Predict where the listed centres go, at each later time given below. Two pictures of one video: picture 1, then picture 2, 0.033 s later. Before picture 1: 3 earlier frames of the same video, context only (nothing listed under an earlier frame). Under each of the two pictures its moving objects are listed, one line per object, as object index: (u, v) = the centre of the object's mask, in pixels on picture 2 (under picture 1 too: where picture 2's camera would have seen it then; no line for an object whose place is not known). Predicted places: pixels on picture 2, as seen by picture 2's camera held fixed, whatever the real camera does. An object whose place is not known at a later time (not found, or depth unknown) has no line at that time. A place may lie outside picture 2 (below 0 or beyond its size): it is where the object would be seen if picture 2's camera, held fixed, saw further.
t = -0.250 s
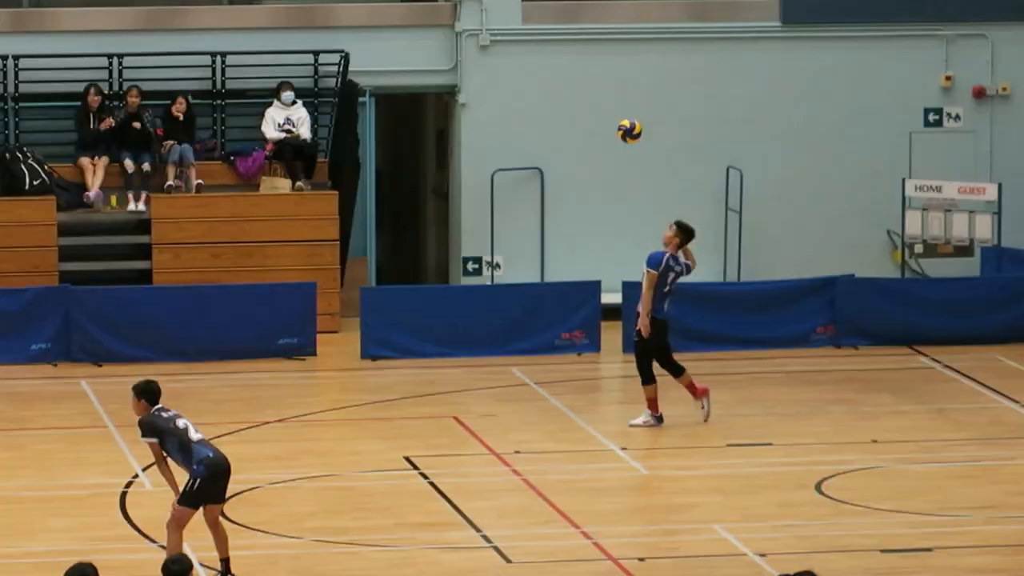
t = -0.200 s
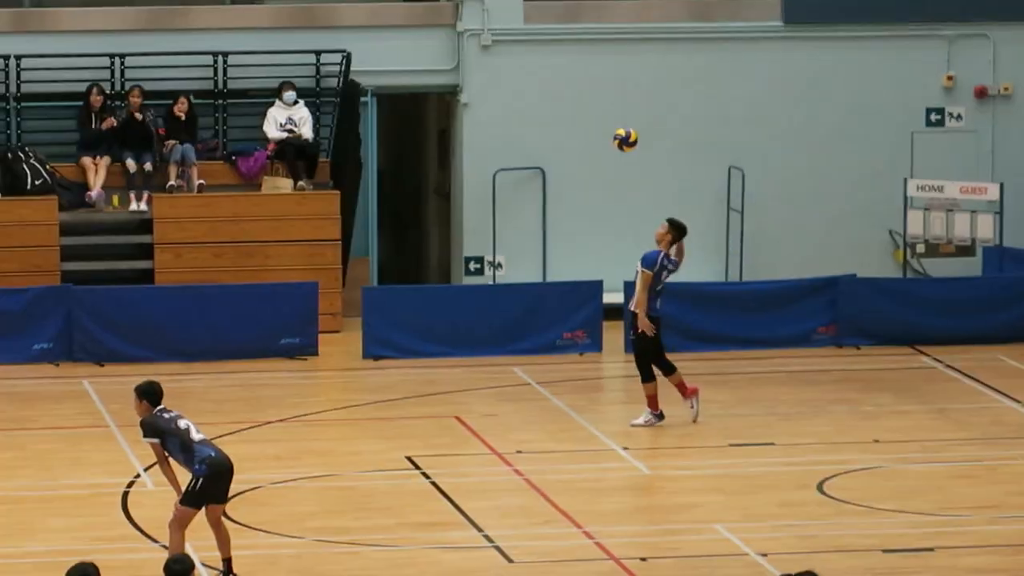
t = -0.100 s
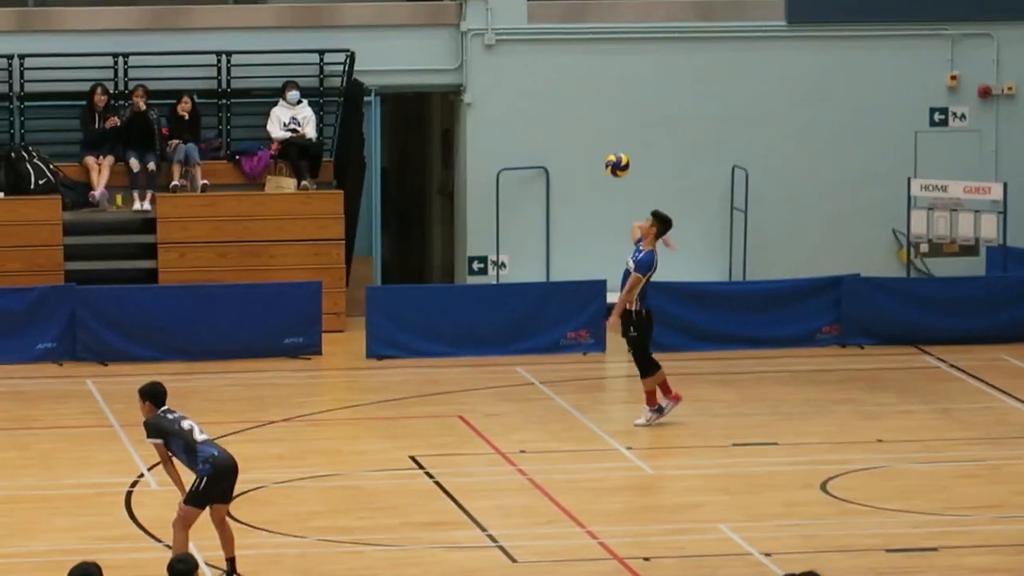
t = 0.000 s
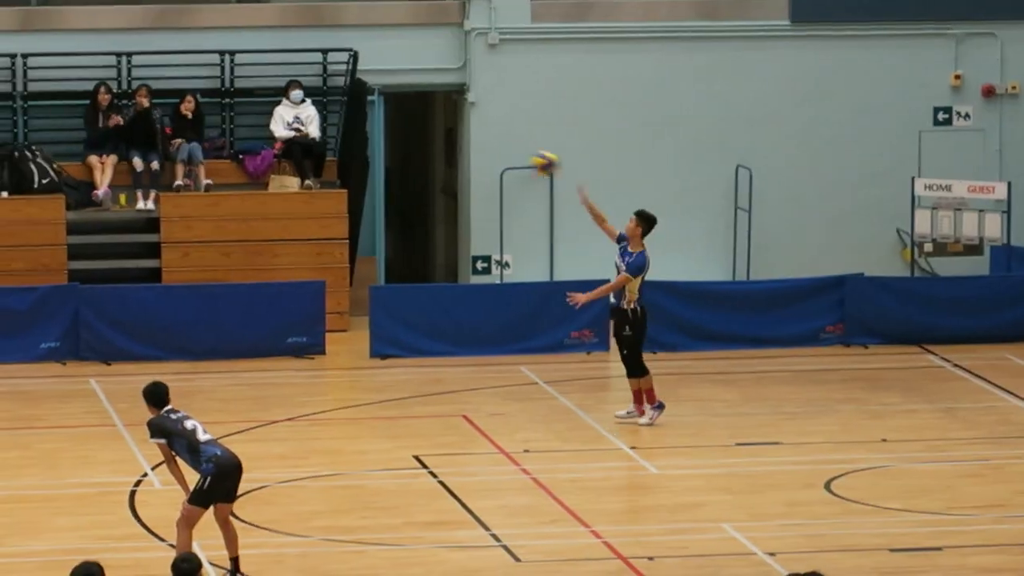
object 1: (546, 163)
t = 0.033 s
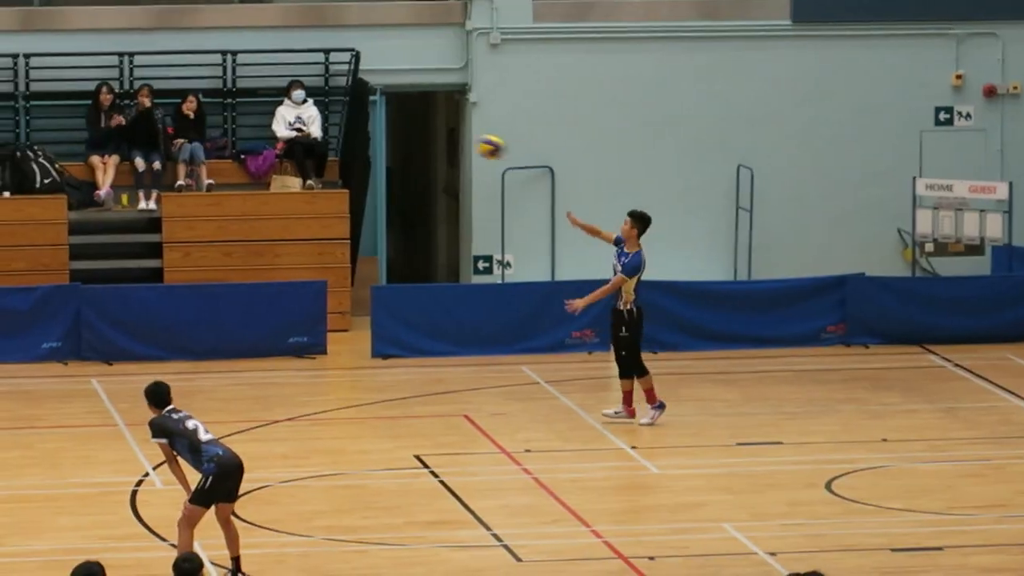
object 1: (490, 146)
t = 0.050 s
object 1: (461, 139)
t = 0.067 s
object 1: (434, 133)
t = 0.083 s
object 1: (406, 125)
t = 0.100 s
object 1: (377, 118)
